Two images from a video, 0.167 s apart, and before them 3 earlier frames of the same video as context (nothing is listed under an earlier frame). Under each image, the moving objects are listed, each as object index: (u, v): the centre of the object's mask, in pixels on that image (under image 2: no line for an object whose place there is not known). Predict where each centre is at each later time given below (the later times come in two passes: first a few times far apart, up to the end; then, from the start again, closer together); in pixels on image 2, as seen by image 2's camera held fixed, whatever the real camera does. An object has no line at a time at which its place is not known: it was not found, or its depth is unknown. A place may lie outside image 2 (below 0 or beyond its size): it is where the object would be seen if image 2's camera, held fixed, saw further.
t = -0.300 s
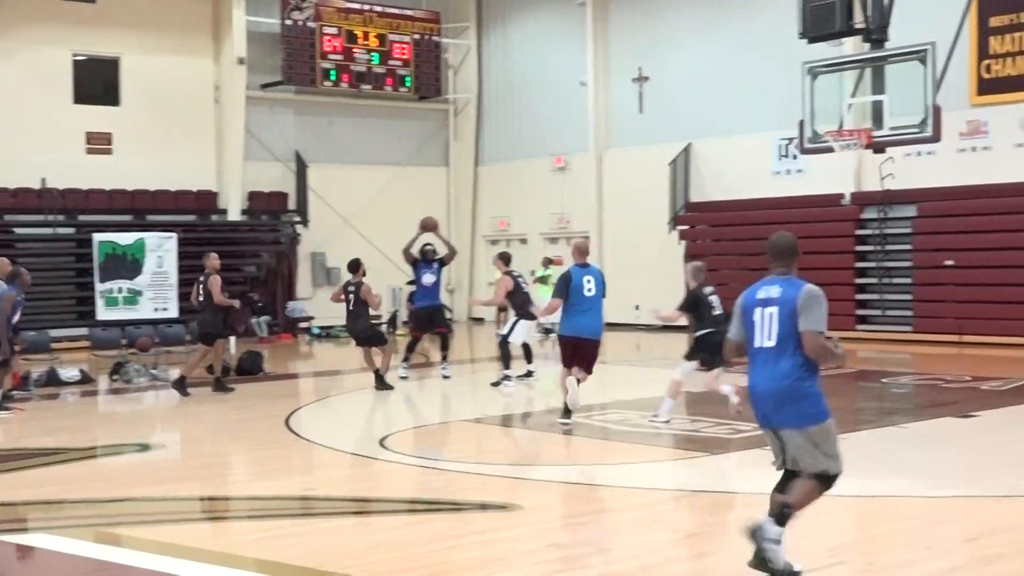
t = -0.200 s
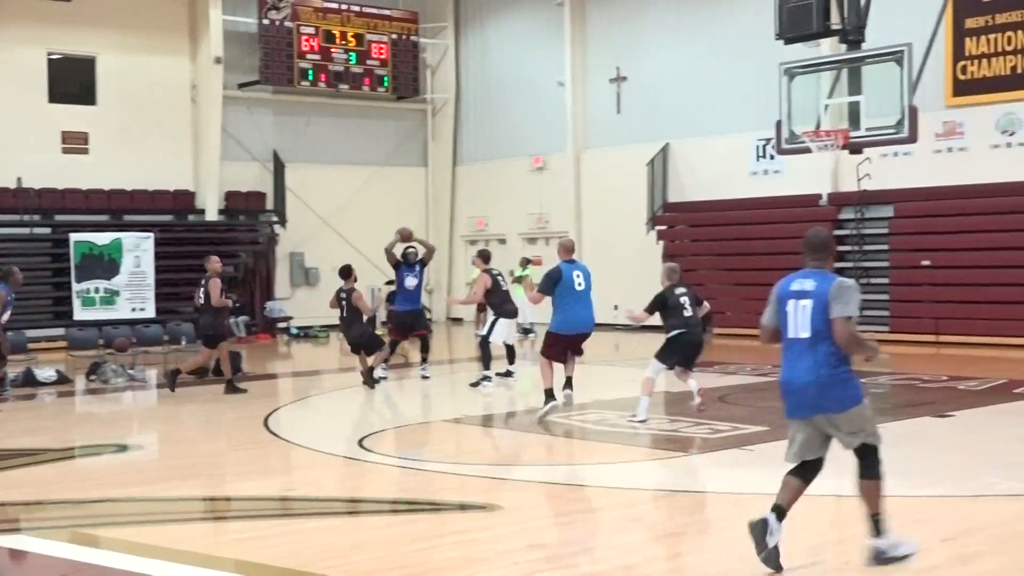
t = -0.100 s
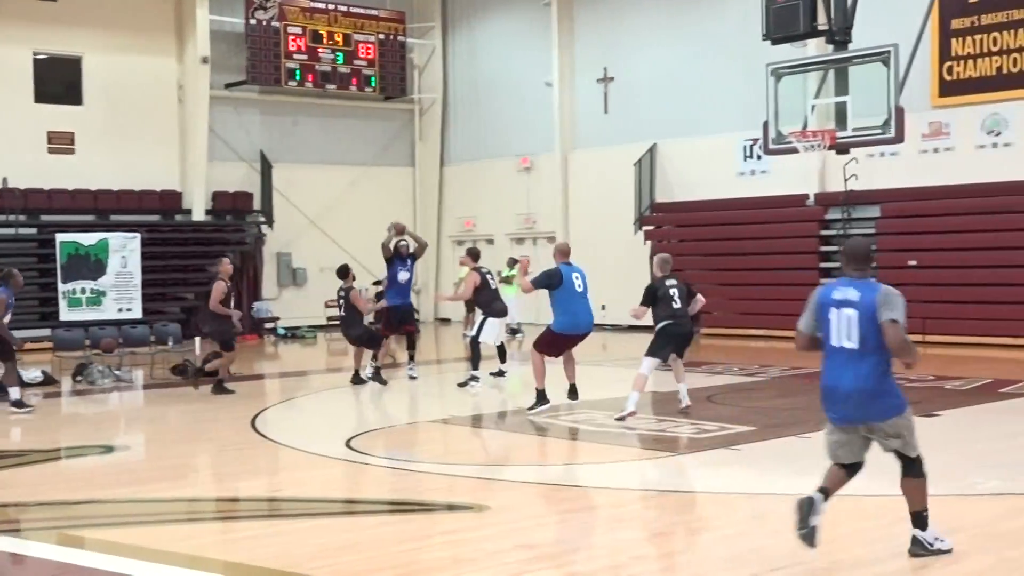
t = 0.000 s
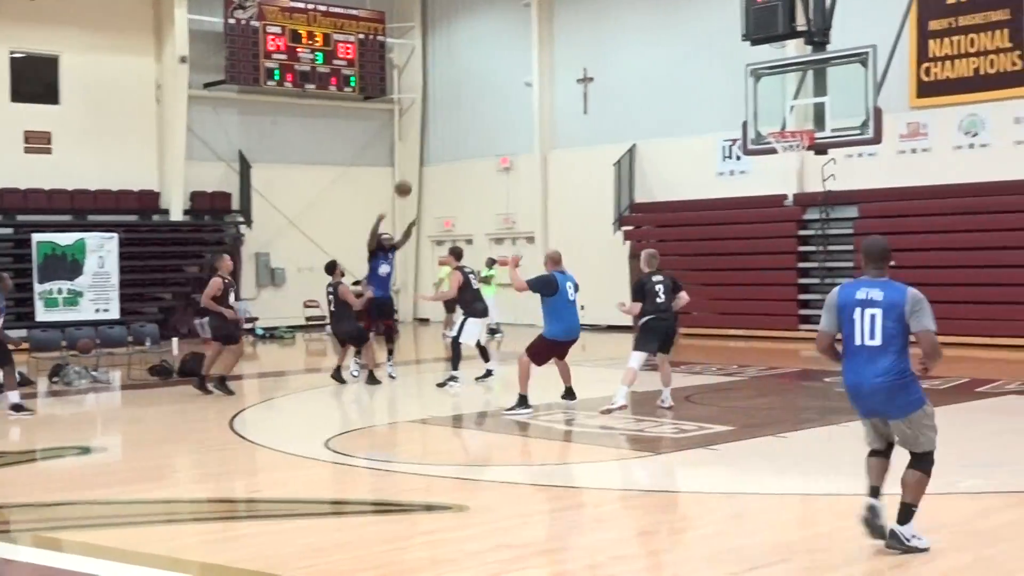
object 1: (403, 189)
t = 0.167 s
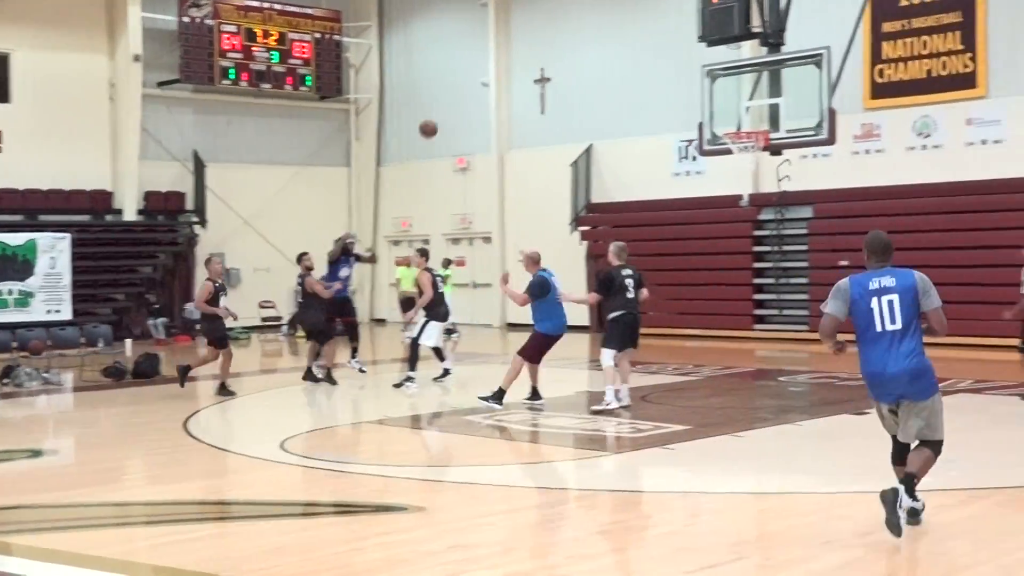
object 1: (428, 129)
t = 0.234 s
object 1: (459, 108)
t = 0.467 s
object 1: (582, 56)
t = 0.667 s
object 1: (719, 40)
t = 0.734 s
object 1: (776, 45)
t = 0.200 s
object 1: (443, 118)
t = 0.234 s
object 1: (459, 108)
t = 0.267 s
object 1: (475, 99)
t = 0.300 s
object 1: (491, 90)
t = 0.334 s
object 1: (508, 82)
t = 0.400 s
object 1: (544, 67)
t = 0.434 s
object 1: (562, 61)
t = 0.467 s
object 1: (582, 56)
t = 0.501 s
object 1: (602, 51)
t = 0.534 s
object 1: (623, 47)
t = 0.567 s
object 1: (646, 44)
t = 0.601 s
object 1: (669, 42)
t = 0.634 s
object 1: (695, 41)
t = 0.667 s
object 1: (719, 40)
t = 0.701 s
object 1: (747, 42)
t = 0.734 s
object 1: (776, 45)
